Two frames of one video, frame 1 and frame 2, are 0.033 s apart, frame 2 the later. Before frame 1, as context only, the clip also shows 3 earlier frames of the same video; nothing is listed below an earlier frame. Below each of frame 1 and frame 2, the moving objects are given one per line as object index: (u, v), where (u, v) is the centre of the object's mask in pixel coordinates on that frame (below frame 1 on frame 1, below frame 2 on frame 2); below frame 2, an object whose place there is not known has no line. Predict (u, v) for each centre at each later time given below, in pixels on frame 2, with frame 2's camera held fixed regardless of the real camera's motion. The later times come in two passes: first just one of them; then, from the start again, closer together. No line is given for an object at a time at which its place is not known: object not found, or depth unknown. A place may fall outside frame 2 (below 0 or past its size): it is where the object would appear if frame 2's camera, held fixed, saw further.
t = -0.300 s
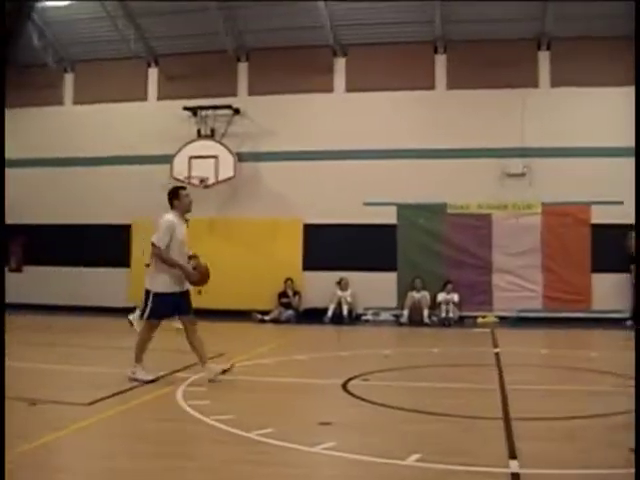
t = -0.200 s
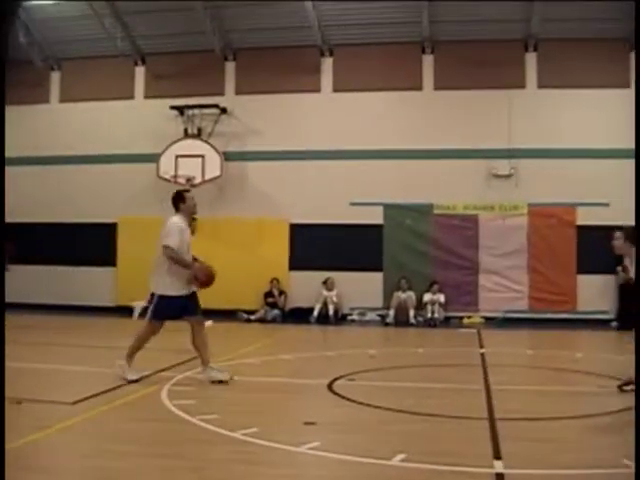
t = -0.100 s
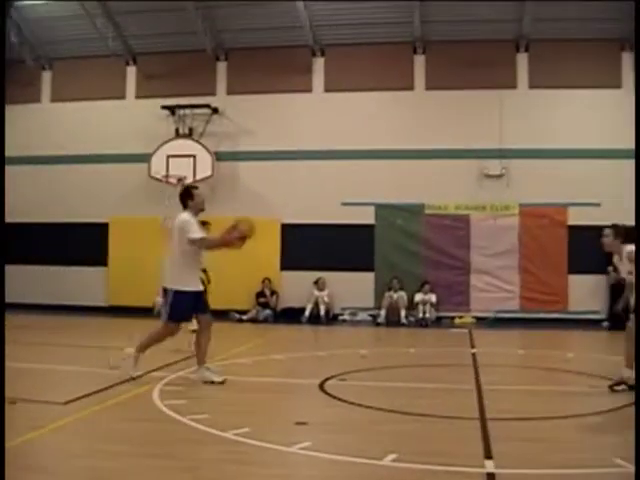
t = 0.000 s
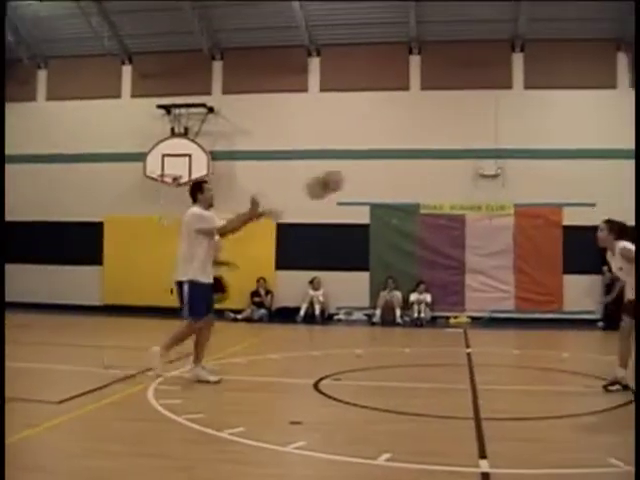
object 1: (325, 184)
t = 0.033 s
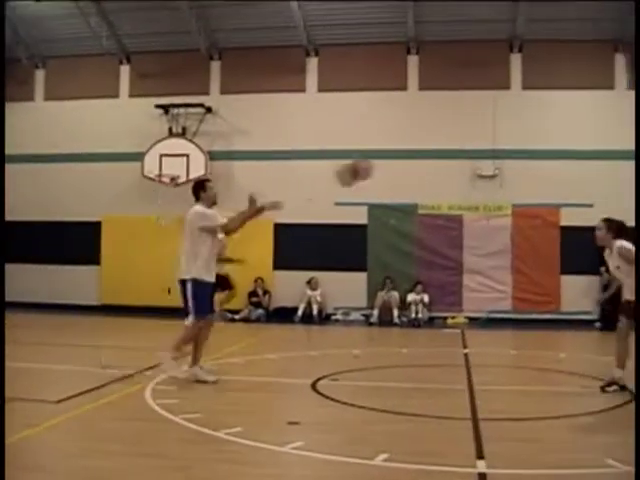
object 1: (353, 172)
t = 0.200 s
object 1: (504, 122)
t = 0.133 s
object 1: (447, 137)
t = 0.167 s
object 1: (476, 129)
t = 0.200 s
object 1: (504, 122)
